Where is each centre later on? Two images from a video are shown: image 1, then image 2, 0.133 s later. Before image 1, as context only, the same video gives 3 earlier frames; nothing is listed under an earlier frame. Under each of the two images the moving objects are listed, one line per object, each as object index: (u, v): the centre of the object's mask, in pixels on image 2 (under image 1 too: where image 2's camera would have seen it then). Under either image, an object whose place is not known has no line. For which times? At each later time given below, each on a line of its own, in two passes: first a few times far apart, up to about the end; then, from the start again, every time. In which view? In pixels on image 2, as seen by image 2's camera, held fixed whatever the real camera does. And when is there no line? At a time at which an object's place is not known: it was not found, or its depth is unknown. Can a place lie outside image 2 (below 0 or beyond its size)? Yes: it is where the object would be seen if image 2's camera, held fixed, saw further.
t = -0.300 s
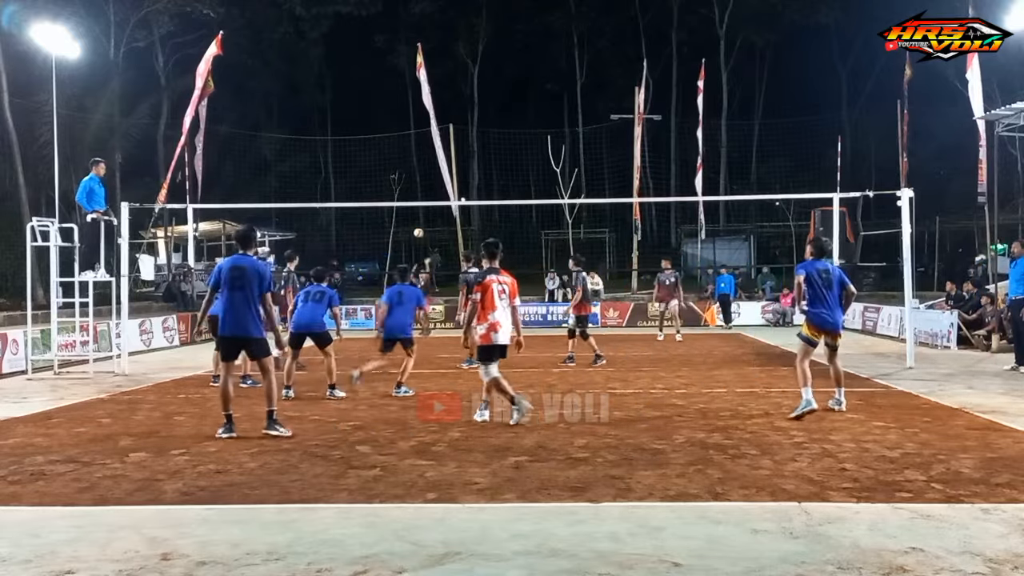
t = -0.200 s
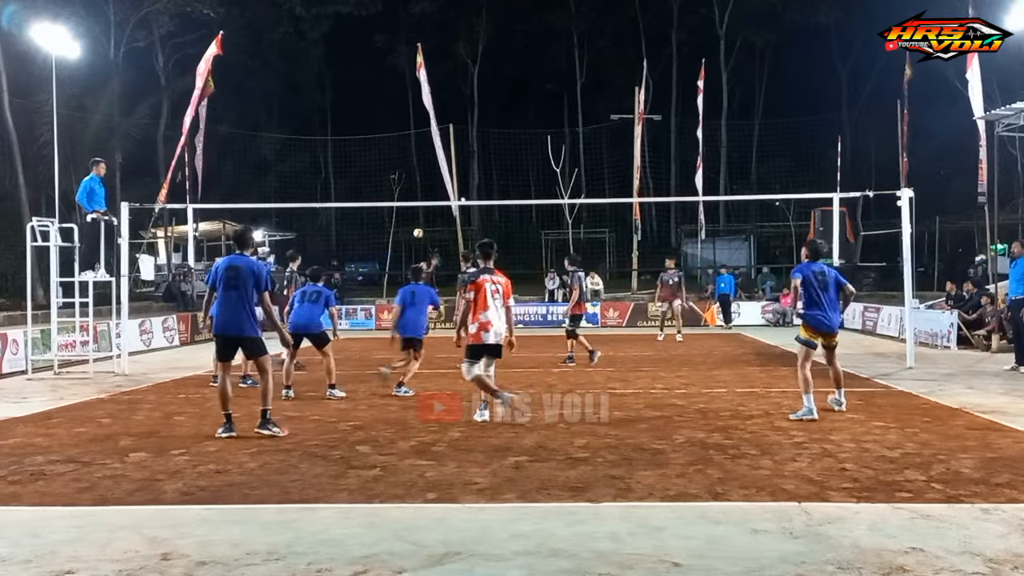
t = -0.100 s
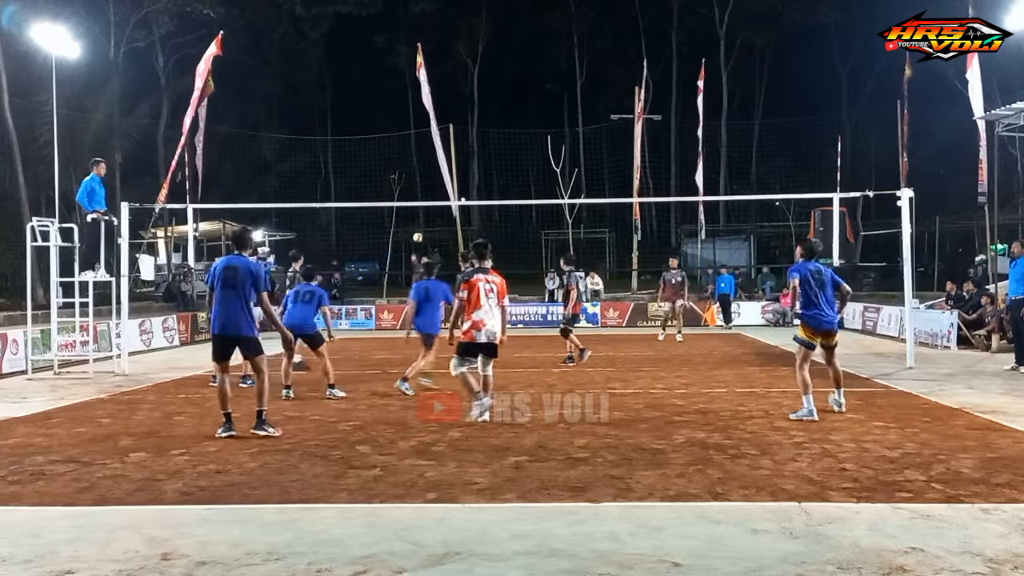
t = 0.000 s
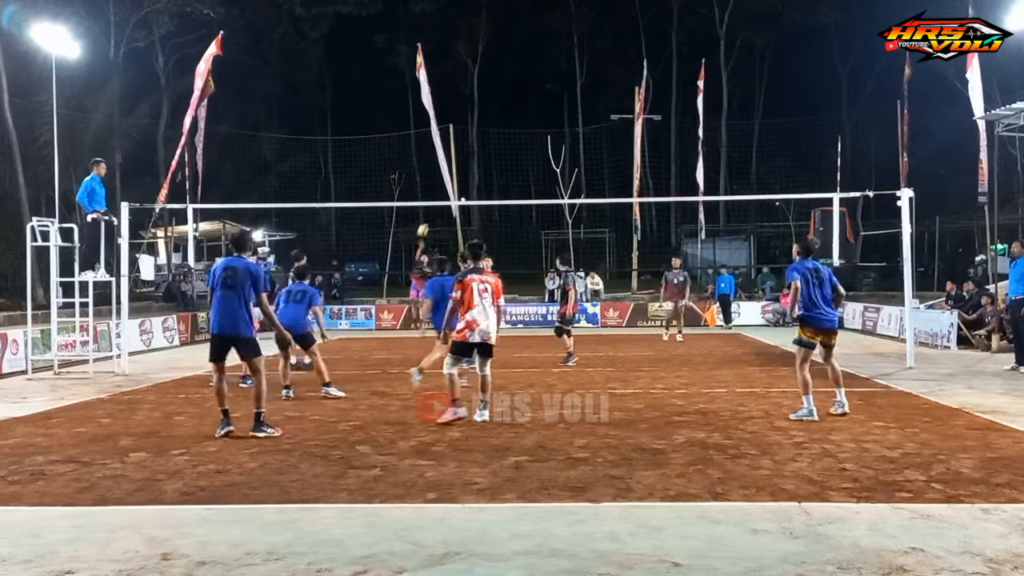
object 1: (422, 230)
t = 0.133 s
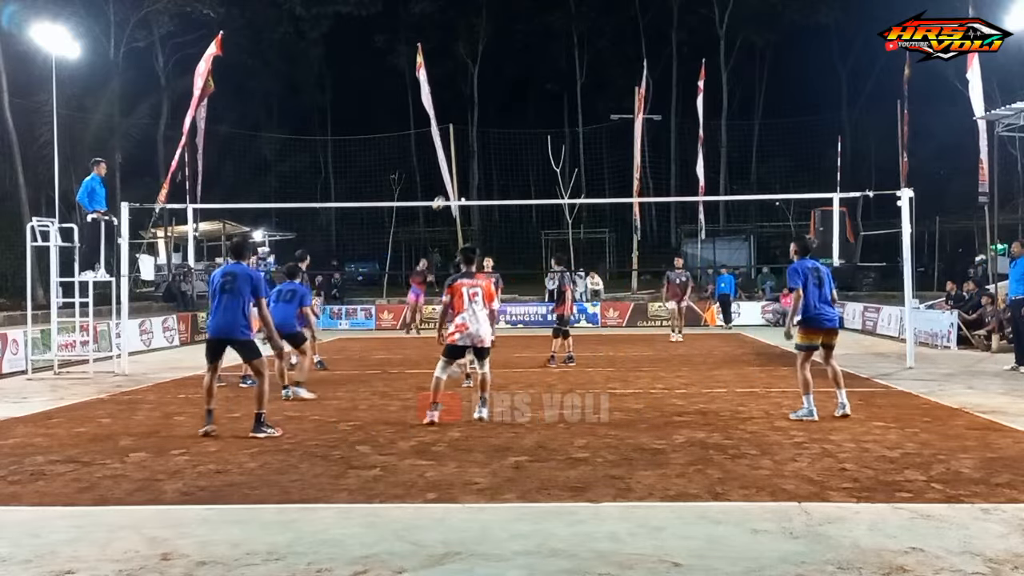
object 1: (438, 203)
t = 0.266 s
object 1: (456, 178)
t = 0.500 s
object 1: (487, 151)
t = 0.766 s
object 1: (523, 152)
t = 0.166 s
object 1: (442, 196)
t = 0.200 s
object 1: (445, 190)
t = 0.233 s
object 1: (451, 185)
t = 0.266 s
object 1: (456, 178)
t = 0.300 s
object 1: (459, 173)
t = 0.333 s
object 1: (463, 169)
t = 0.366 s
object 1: (467, 165)
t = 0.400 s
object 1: (472, 161)
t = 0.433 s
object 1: (477, 157)
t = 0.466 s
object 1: (482, 154)
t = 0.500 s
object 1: (487, 151)
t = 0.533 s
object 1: (491, 149)
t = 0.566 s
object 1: (496, 148)
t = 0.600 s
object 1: (500, 147)
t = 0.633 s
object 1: (505, 146)
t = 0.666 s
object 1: (509, 146)
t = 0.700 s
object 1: (514, 147)
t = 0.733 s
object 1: (519, 149)
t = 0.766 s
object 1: (523, 152)
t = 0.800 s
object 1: (528, 157)
